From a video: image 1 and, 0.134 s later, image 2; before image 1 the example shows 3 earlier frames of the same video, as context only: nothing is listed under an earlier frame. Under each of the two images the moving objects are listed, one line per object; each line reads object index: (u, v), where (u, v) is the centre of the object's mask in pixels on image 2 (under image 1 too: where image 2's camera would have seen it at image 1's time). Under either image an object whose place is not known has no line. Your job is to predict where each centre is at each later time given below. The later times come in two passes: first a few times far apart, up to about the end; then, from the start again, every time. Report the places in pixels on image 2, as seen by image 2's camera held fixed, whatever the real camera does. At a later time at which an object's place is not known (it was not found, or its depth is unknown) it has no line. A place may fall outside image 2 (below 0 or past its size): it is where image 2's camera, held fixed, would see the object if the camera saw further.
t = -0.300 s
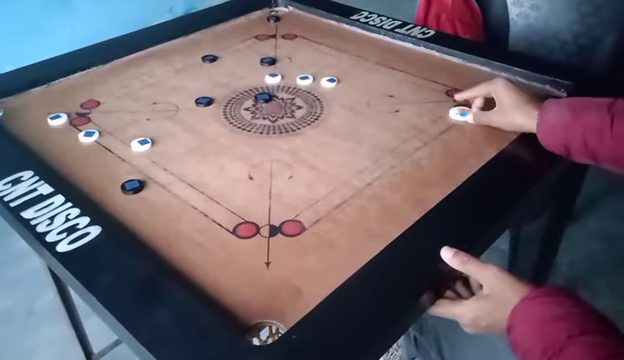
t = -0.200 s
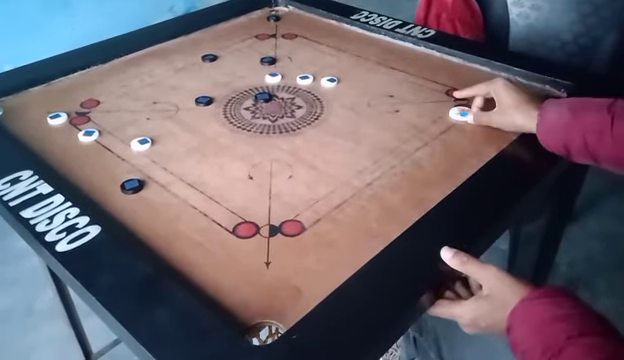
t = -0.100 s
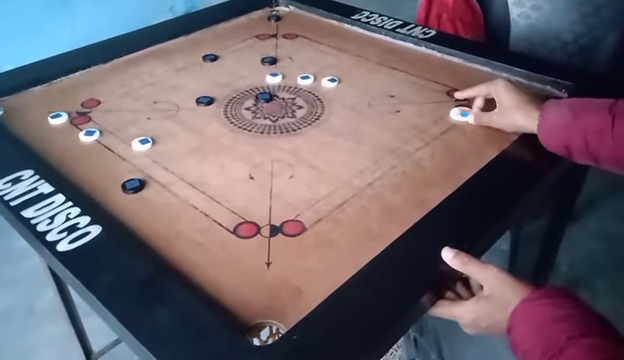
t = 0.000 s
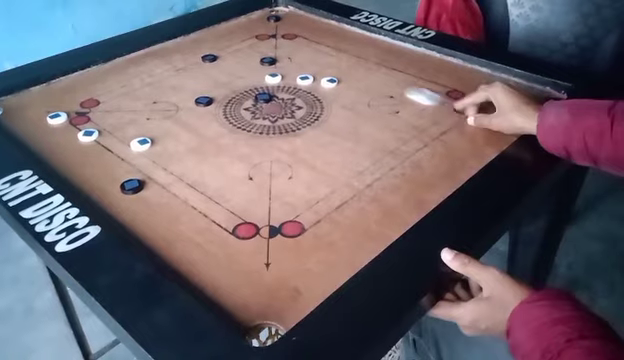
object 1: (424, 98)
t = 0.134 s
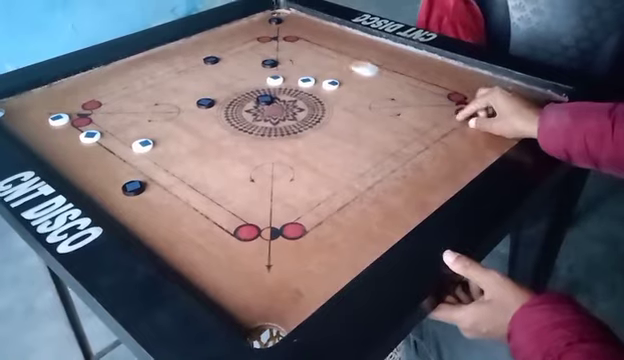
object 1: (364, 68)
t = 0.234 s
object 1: (329, 50)
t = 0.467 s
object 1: (281, 24)
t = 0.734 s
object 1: (330, 40)
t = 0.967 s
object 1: (375, 54)
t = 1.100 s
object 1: (398, 60)
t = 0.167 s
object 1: (352, 62)
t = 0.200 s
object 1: (340, 56)
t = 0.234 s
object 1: (329, 50)
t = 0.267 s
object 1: (318, 44)
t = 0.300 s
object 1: (308, 39)
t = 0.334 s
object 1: (299, 35)
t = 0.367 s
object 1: (290, 30)
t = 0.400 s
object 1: (283, 26)
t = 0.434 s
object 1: (281, 25)
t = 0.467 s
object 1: (281, 24)
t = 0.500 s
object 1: (286, 25)
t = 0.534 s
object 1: (292, 27)
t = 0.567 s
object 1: (298, 30)
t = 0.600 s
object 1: (305, 32)
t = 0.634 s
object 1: (311, 33)
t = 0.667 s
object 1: (317, 36)
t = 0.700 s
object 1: (323, 38)
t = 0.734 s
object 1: (330, 40)
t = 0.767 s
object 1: (336, 42)
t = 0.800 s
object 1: (343, 44)
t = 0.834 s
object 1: (350, 46)
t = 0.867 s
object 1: (357, 48)
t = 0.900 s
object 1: (363, 50)
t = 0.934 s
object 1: (369, 52)
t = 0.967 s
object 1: (375, 54)
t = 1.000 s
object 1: (381, 55)
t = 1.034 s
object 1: (387, 57)
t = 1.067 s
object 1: (392, 58)
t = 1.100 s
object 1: (398, 60)
